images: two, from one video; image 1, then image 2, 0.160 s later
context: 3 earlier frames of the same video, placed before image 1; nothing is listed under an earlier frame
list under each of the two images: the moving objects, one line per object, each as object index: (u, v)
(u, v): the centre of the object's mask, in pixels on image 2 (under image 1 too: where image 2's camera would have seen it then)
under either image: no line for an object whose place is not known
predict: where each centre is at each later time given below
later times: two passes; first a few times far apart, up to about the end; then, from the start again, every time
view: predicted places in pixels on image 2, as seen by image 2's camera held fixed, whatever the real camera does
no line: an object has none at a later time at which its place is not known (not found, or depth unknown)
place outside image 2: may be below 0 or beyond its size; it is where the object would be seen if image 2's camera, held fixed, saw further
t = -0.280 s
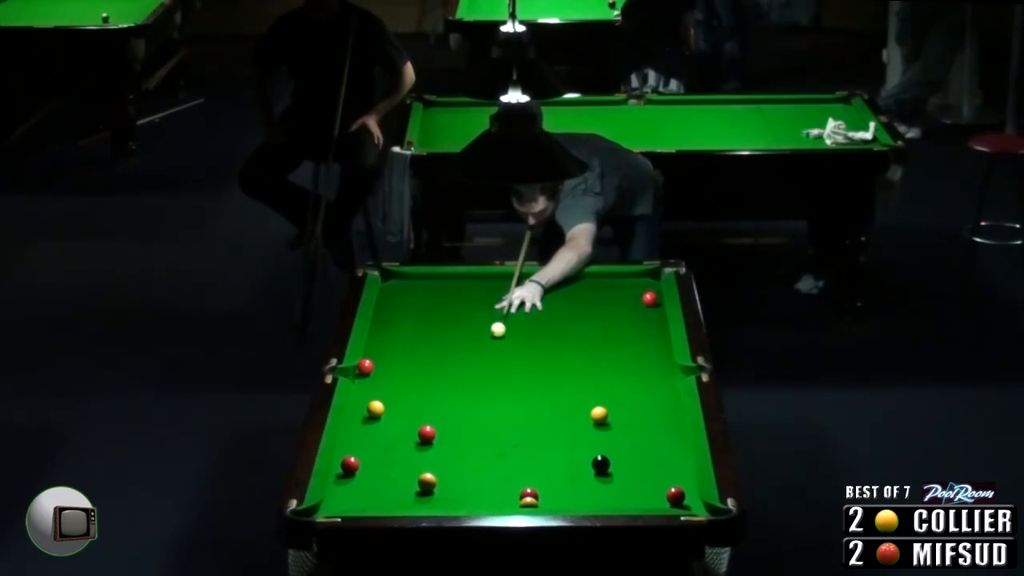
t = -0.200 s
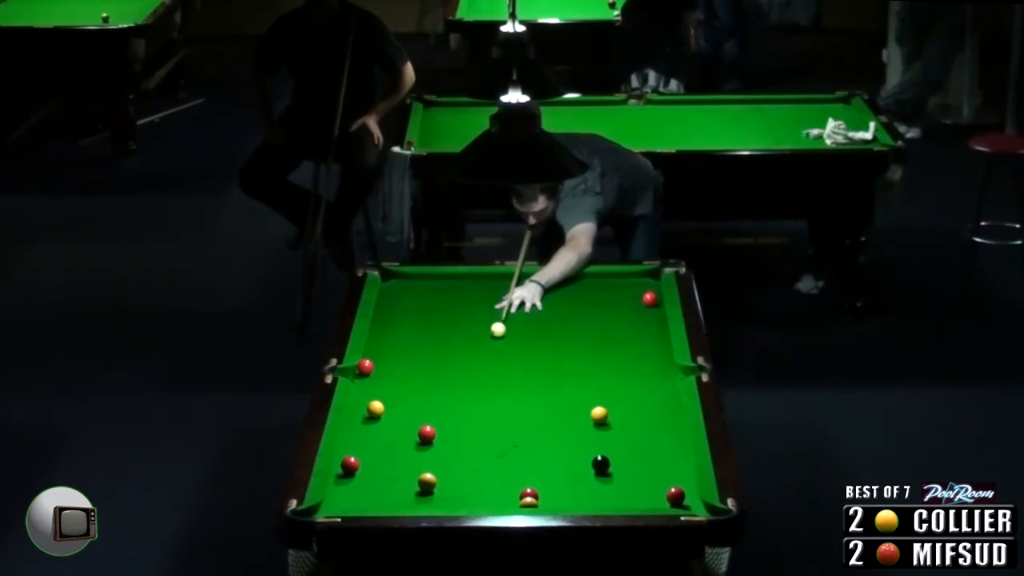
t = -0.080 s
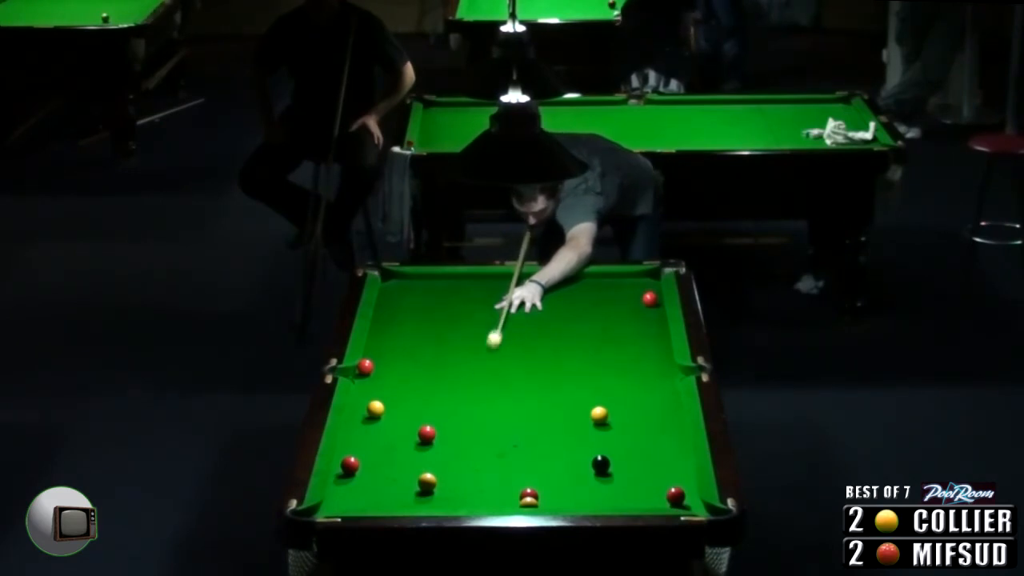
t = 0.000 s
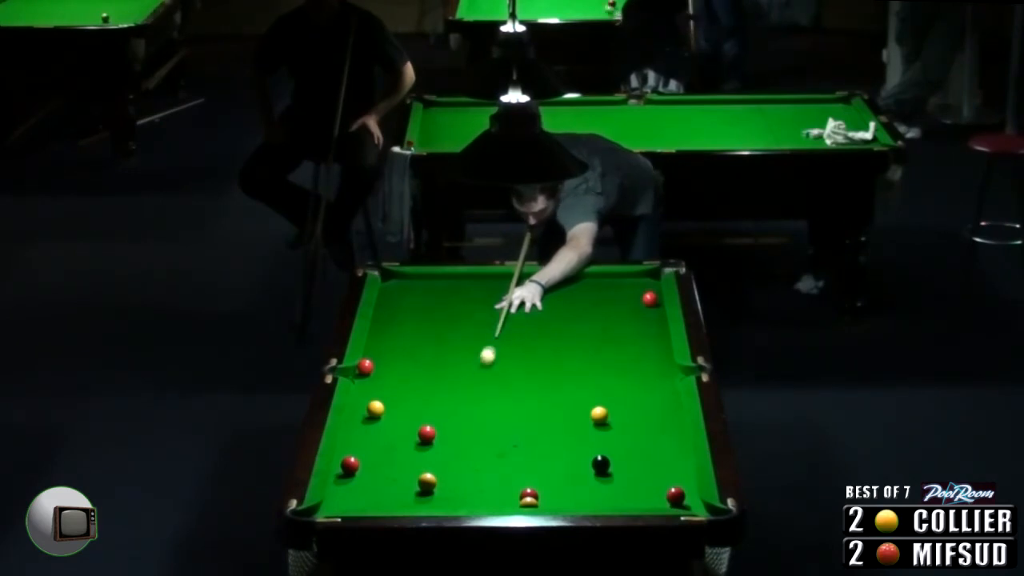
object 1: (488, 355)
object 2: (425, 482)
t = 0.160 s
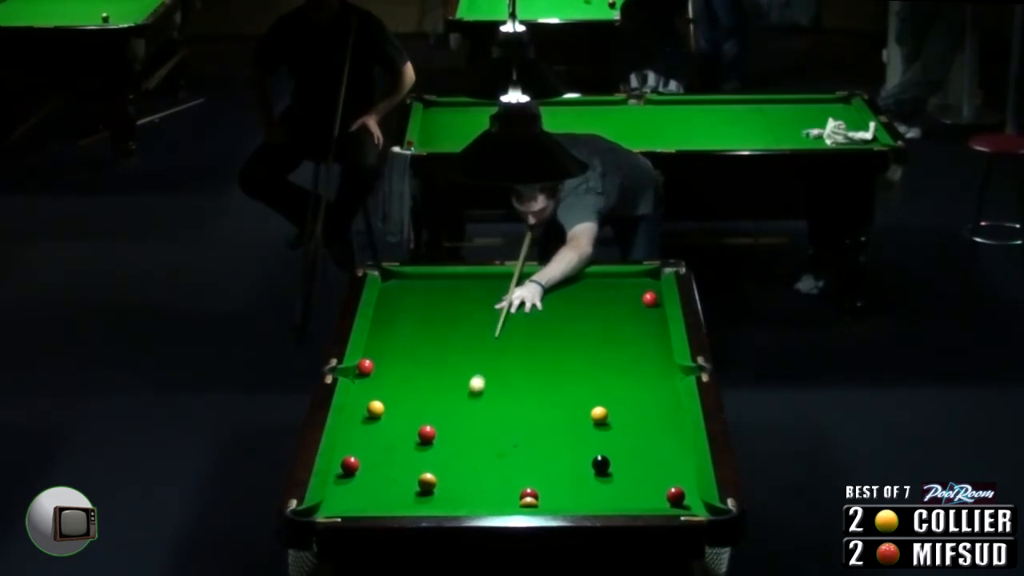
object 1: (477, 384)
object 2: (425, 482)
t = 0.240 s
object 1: (472, 396)
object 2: (425, 482)
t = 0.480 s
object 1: (459, 427)
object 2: (426, 482)
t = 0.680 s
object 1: (448, 455)
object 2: (425, 482)
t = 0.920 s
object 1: (452, 482)
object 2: (413, 488)
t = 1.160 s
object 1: (476, 498)
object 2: (384, 500)
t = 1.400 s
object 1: (498, 501)
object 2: (363, 501)
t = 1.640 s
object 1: (510, 496)
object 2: (348, 496)
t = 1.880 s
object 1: (514, 487)
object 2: (337, 490)
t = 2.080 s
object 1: (516, 481)
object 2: (344, 485)
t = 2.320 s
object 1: (518, 475)
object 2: (352, 481)
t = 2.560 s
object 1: (520, 469)
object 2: (357, 478)
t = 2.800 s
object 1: (521, 465)
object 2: (361, 475)
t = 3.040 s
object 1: (522, 461)
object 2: (364, 474)
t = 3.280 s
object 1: (523, 458)
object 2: (366, 473)
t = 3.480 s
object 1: (523, 457)
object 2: (367, 472)
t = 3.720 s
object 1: (524, 455)
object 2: (367, 472)
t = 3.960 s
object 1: (525, 454)
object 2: (367, 472)
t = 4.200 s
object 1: (525, 454)
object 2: (367, 472)
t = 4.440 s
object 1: (525, 454)
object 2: (367, 472)
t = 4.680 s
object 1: (525, 454)
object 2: (367, 472)
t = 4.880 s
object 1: (525, 454)
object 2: (367, 472)
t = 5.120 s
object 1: (525, 454)
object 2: (367, 472)
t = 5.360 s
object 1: (525, 454)
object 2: (367, 472)
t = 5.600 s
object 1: (525, 454)
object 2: (367, 472)
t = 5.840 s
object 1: (525, 454)
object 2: (367, 472)
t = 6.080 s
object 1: (525, 454)
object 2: (367, 472)
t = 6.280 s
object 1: (525, 454)
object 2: (367, 472)
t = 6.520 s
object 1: (525, 454)
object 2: (367, 472)
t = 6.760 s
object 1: (525, 454)
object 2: (367, 472)
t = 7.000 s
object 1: (525, 454)
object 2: (367, 472)
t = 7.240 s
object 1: (525, 454)
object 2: (367, 472)
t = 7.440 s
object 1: (525, 454)
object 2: (367, 472)
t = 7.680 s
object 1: (525, 454)
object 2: (367, 472)
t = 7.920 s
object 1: (525, 454)
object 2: (367, 472)
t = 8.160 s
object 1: (525, 454)
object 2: (367, 472)
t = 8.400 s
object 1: (525, 454)
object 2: (367, 472)
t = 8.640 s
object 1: (525, 454)
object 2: (367, 472)
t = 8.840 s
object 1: (525, 454)
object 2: (367, 472)
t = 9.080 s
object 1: (525, 454)
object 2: (367, 472)
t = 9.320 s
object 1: (525, 454)
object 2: (367, 472)
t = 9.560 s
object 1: (525, 454)
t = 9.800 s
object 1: (525, 454)
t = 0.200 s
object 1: (474, 390)
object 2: (425, 482)
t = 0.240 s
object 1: (472, 396)
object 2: (425, 482)
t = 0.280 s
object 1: (470, 401)
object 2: (425, 482)
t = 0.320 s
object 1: (468, 407)
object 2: (425, 482)
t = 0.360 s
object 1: (466, 411)
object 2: (425, 482)
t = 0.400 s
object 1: (464, 417)
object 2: (426, 482)
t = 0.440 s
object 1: (462, 422)
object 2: (426, 482)
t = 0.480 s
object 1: (459, 427)
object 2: (426, 482)
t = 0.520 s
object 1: (457, 433)
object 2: (426, 482)
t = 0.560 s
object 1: (455, 438)
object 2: (425, 482)
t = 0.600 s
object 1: (453, 444)
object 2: (426, 482)
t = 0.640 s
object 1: (451, 449)
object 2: (426, 482)
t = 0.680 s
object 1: (448, 455)
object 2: (425, 482)
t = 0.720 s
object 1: (446, 460)
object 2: (426, 482)
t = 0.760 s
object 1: (444, 467)
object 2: (426, 481)
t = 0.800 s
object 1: (442, 472)
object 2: (426, 481)
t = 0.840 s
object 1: (442, 477)
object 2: (424, 483)
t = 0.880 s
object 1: (447, 480)
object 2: (418, 485)
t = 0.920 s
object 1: (452, 482)
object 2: (413, 488)
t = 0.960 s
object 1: (456, 485)
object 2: (408, 490)
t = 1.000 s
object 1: (460, 488)
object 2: (403, 492)
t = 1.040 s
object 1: (464, 490)
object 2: (399, 495)
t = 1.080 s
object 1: (468, 493)
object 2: (393, 497)
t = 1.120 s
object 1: (472, 496)
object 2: (389, 498)
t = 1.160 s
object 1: (476, 498)
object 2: (384, 500)
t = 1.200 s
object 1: (481, 500)
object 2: (379, 501)
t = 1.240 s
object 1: (485, 502)
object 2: (374, 503)
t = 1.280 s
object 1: (489, 503)
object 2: (370, 504)
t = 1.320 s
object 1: (492, 503)
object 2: (368, 503)
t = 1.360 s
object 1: (495, 502)
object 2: (366, 501)
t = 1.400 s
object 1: (498, 501)
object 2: (363, 501)
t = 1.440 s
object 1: (501, 500)
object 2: (360, 501)
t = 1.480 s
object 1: (503, 500)
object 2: (358, 499)
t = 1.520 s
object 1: (506, 499)
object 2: (355, 499)
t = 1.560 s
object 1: (509, 498)
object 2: (353, 499)
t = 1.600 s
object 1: (510, 497)
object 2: (350, 497)
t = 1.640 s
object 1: (510, 496)
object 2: (348, 496)
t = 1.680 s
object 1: (511, 493)
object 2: (346, 495)
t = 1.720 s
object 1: (512, 492)
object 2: (343, 494)
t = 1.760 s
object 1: (512, 491)
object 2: (341, 493)
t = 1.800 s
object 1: (513, 490)
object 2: (339, 492)
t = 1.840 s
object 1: (513, 489)
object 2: (337, 490)
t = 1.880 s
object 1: (514, 487)
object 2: (337, 490)
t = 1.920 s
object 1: (514, 486)
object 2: (339, 488)
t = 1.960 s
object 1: (515, 485)
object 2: (340, 488)
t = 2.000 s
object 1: (515, 484)
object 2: (341, 487)
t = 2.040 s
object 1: (516, 482)
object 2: (343, 486)
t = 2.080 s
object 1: (516, 481)
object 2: (344, 485)
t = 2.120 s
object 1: (517, 480)
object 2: (345, 485)
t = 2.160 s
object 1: (517, 479)
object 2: (347, 484)
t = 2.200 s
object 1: (517, 478)
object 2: (348, 483)
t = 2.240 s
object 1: (518, 477)
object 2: (350, 482)
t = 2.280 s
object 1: (518, 476)
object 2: (351, 482)
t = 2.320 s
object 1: (518, 475)
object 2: (352, 481)
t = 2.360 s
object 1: (519, 474)
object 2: (353, 481)
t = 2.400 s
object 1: (519, 473)
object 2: (354, 480)
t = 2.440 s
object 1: (519, 472)
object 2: (355, 480)
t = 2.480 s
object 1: (519, 471)
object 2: (356, 479)
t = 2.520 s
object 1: (520, 470)
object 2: (357, 479)
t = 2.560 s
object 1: (520, 469)
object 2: (357, 478)
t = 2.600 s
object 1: (520, 469)
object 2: (358, 477)
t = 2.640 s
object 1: (520, 468)
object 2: (359, 477)
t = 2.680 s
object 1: (521, 467)
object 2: (360, 477)
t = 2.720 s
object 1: (521, 466)
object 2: (360, 476)
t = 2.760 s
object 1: (521, 466)
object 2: (361, 476)
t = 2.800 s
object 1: (521, 465)
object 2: (361, 475)
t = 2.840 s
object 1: (521, 464)
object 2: (362, 475)
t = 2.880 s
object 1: (521, 464)
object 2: (363, 475)
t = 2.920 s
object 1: (522, 463)
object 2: (363, 474)
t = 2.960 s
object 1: (522, 462)
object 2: (364, 474)
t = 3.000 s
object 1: (522, 462)
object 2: (364, 474)
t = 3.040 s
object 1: (522, 461)
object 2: (364, 474)
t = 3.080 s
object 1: (522, 461)
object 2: (365, 474)
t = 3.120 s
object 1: (522, 460)
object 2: (366, 473)
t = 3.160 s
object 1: (522, 460)
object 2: (366, 473)
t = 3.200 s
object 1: (522, 459)
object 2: (366, 473)
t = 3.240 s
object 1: (522, 459)
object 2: (366, 473)
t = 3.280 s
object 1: (523, 458)
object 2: (366, 473)
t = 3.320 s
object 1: (523, 458)
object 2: (366, 473)
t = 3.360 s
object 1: (523, 458)
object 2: (367, 472)
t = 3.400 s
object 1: (523, 457)
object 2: (367, 472)
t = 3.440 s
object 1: (523, 457)
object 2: (367, 472)
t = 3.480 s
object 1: (523, 457)
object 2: (367, 472)
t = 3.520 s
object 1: (523, 456)
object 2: (367, 472)
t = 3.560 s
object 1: (523, 456)
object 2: (367, 472)
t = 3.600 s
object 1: (523, 456)
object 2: (367, 472)
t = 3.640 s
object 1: (523, 456)
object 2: (367, 472)
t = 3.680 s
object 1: (524, 455)
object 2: (367, 472)
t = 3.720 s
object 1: (524, 455)
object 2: (367, 472)
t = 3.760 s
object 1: (524, 455)
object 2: (367, 472)
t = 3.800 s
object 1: (525, 455)
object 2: (367, 472)
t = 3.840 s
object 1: (524, 454)
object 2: (367, 472)
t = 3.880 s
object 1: (525, 454)
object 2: (367, 472)
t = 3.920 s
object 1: (525, 454)
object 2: (367, 472)
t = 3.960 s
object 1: (525, 454)
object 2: (367, 472)
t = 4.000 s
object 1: (525, 454)
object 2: (367, 472)
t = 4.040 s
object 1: (525, 454)
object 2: (367, 472)
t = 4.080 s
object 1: (525, 454)
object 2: (367, 472)
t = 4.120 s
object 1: (525, 454)
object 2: (367, 472)
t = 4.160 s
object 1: (525, 454)
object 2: (367, 472)
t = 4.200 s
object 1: (525, 454)
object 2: (367, 472)
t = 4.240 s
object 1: (525, 454)
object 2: (367, 472)
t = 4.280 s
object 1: (525, 454)
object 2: (367, 472)
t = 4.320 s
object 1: (525, 454)
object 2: (367, 472)
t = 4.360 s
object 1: (525, 454)
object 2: (367, 472)
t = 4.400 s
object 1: (525, 454)
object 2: (367, 472)
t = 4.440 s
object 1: (525, 454)
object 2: (367, 472)
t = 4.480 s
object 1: (525, 454)
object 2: (367, 472)
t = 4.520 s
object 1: (525, 454)
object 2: (367, 472)
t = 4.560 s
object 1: (525, 454)
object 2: (367, 472)
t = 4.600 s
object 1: (525, 454)
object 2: (367, 472)
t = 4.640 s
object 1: (525, 454)
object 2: (367, 472)
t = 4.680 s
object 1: (525, 454)
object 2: (367, 472)
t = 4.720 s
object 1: (525, 454)
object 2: (367, 472)
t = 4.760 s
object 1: (525, 454)
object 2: (367, 472)
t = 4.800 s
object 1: (525, 454)
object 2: (367, 472)
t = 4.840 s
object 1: (525, 454)
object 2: (367, 472)
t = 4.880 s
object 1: (525, 454)
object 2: (367, 472)
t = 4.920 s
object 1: (525, 454)
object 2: (367, 472)
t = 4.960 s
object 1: (525, 454)
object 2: (367, 472)
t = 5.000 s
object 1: (525, 454)
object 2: (367, 472)
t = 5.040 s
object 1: (525, 454)
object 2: (367, 472)
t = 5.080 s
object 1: (525, 454)
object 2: (367, 472)
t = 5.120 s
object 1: (525, 454)
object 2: (367, 472)
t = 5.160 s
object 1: (525, 454)
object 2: (367, 472)
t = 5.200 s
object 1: (525, 454)
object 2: (367, 472)
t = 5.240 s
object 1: (525, 454)
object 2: (367, 472)
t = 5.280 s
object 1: (525, 454)
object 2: (367, 472)
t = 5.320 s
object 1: (525, 454)
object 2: (367, 472)
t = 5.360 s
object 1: (525, 454)
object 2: (367, 472)
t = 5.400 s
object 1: (525, 454)
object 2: (367, 472)
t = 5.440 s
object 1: (525, 454)
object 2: (367, 472)
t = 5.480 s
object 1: (525, 454)
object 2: (367, 472)
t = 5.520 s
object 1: (525, 454)
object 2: (367, 472)
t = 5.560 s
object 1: (525, 454)
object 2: (367, 472)
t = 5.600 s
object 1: (525, 454)
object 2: (367, 472)
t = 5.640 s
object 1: (525, 454)
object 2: (367, 472)
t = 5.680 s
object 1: (525, 454)
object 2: (367, 472)
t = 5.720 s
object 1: (525, 454)
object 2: (367, 472)
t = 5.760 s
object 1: (525, 454)
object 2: (367, 472)
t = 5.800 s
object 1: (525, 454)
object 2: (367, 472)
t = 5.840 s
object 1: (525, 454)
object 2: (367, 472)
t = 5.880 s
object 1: (525, 454)
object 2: (367, 472)
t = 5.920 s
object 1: (525, 454)
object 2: (367, 472)
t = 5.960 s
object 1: (525, 454)
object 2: (367, 472)
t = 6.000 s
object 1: (525, 454)
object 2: (367, 472)
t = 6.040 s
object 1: (525, 454)
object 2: (367, 472)
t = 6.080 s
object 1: (525, 454)
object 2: (367, 472)
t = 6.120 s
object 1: (525, 454)
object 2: (367, 472)
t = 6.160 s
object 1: (525, 454)
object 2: (367, 472)
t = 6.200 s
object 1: (525, 454)
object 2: (367, 472)
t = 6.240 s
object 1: (525, 454)
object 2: (367, 472)
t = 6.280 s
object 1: (525, 454)
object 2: (367, 472)
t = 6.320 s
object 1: (525, 454)
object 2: (367, 472)
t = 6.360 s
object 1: (525, 454)
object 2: (367, 472)
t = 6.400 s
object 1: (525, 454)
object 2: (367, 472)
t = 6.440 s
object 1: (525, 454)
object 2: (367, 472)
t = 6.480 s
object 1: (525, 454)
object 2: (367, 472)
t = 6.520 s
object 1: (525, 454)
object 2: (367, 472)
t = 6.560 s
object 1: (525, 454)
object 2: (367, 472)
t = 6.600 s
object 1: (525, 454)
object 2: (367, 472)
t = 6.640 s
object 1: (525, 454)
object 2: (367, 472)
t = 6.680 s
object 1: (525, 454)
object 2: (367, 472)
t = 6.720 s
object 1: (525, 454)
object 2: (367, 472)
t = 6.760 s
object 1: (525, 454)
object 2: (367, 472)
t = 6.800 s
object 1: (525, 454)
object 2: (367, 472)
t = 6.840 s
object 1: (525, 454)
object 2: (367, 472)
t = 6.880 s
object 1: (525, 454)
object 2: (367, 472)
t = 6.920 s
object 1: (525, 454)
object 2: (367, 472)
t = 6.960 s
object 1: (525, 454)
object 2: (367, 472)
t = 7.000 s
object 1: (525, 454)
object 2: (367, 472)
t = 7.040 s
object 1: (525, 454)
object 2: (367, 472)
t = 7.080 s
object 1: (525, 454)
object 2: (367, 472)
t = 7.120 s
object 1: (525, 454)
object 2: (367, 472)
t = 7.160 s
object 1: (525, 454)
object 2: (367, 472)
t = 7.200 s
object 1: (525, 454)
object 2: (367, 472)
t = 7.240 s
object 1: (525, 454)
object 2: (367, 472)
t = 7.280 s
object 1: (525, 454)
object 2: (367, 472)
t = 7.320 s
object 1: (525, 454)
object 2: (367, 472)
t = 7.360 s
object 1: (525, 454)
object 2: (367, 472)
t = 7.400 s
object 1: (525, 454)
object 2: (367, 472)
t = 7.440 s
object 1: (525, 454)
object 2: (367, 472)
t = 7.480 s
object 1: (525, 454)
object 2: (367, 472)
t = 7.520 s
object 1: (525, 454)
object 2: (367, 472)
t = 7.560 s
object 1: (525, 454)
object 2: (367, 472)
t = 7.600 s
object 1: (525, 454)
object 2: (367, 472)
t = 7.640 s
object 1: (525, 454)
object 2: (367, 472)
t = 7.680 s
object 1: (525, 454)
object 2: (367, 472)
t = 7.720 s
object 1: (525, 454)
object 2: (367, 472)
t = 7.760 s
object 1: (525, 454)
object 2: (367, 472)
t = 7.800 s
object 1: (525, 454)
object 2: (367, 472)
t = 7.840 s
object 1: (525, 454)
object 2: (367, 472)
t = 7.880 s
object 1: (525, 454)
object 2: (367, 472)
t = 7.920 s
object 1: (525, 454)
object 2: (367, 472)
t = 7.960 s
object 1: (525, 454)
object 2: (367, 472)
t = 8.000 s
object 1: (525, 454)
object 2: (367, 472)
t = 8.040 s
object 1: (525, 454)
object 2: (367, 472)
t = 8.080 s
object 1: (525, 454)
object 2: (367, 472)
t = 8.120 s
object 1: (525, 454)
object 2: (367, 472)
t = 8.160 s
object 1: (525, 454)
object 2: (367, 472)
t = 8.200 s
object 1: (525, 454)
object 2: (367, 472)
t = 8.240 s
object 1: (525, 454)
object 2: (367, 472)
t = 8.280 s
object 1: (525, 454)
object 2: (367, 472)
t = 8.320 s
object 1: (525, 454)
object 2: (367, 472)
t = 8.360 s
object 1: (525, 454)
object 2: (367, 472)
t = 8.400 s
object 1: (525, 454)
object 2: (367, 472)
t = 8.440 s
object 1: (525, 454)
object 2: (367, 472)
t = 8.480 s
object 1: (525, 454)
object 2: (367, 472)
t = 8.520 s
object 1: (525, 454)
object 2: (367, 472)
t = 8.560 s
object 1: (525, 454)
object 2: (367, 472)
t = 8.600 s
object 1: (525, 454)
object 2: (367, 472)
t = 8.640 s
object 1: (525, 454)
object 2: (367, 472)
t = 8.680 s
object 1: (525, 454)
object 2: (367, 472)
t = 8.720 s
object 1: (525, 454)
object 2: (367, 472)
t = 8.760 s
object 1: (525, 454)
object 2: (367, 472)
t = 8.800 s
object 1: (525, 454)
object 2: (367, 472)
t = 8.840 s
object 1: (525, 454)
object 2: (367, 472)
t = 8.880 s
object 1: (525, 454)
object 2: (367, 472)
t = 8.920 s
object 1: (525, 454)
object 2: (367, 472)
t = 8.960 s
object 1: (525, 454)
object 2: (367, 472)
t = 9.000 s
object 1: (525, 454)
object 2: (367, 472)
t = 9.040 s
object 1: (525, 454)
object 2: (367, 472)
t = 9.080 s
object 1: (525, 454)
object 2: (367, 472)
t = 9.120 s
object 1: (525, 454)
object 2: (367, 472)
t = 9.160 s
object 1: (525, 454)
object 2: (367, 472)
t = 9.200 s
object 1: (525, 454)
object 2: (367, 472)
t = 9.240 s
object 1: (525, 454)
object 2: (367, 472)
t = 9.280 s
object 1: (525, 454)
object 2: (367, 472)
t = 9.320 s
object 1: (525, 454)
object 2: (367, 472)
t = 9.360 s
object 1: (525, 454)
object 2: (367, 472)
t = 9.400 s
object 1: (525, 454)
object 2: (367, 472)
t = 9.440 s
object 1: (525, 454)
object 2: (367, 472)
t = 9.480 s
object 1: (525, 454)
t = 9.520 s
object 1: (525, 454)
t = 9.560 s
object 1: (525, 454)
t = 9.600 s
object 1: (525, 454)
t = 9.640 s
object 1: (525, 454)
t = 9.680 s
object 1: (525, 454)
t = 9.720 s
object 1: (525, 454)
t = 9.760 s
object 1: (525, 454)
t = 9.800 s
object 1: (525, 454)
